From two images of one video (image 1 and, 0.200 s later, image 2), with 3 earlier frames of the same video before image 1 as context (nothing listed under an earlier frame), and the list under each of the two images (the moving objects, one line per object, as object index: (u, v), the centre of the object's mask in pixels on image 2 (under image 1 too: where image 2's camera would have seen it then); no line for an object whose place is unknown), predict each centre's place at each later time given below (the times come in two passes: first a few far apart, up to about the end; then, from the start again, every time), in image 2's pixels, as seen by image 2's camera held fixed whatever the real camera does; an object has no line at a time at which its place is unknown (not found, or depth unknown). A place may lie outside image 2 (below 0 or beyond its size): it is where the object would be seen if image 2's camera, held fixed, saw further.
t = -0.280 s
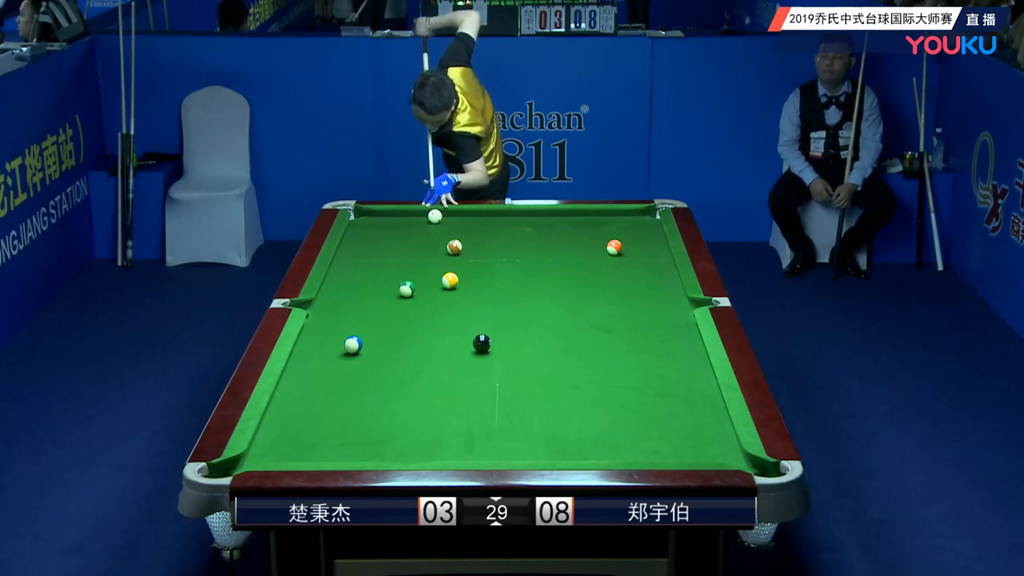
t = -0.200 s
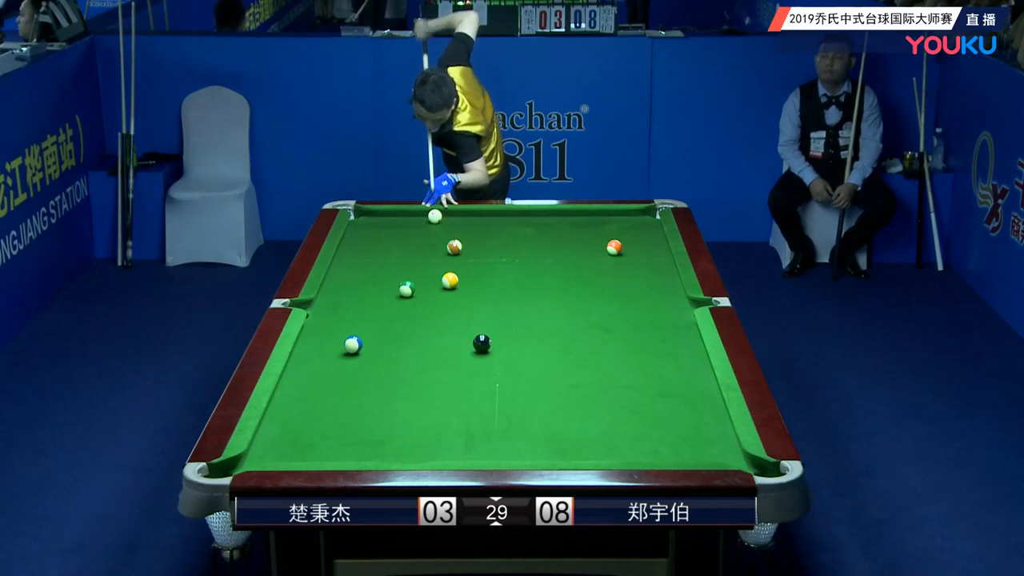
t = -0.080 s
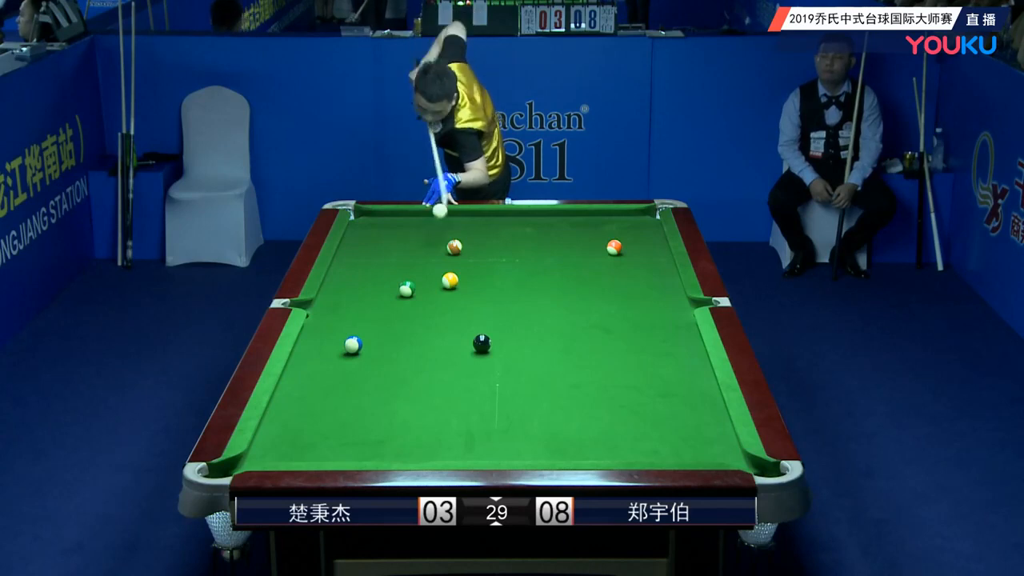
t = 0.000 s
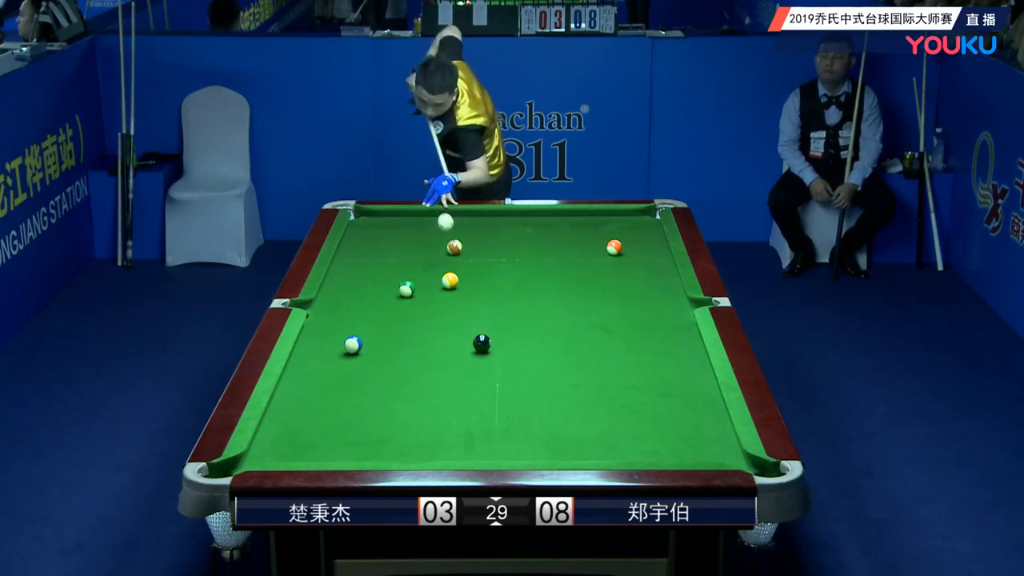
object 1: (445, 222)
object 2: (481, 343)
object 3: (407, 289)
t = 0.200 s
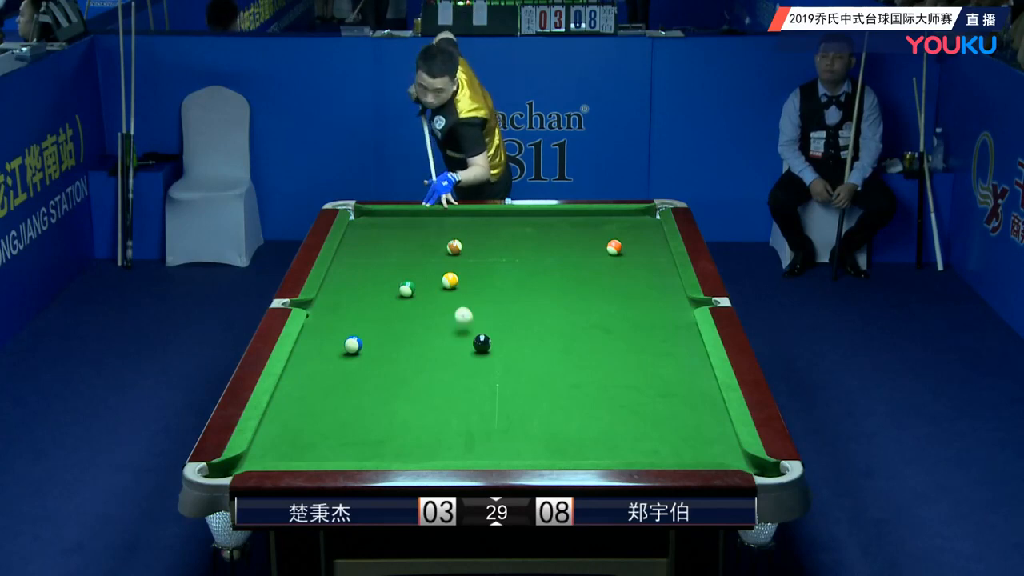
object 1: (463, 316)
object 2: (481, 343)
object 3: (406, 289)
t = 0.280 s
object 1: (465, 333)
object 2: (486, 342)
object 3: (407, 289)
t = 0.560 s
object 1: (420, 453)
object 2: (533, 350)
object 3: (407, 289)
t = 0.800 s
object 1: (411, 391)
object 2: (572, 355)
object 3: (407, 289)
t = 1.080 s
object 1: (401, 330)
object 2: (615, 361)
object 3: (407, 289)
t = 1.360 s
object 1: (380, 287)
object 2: (656, 367)
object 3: (419, 284)
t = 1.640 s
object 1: (345, 264)
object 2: (695, 373)
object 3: (464, 267)
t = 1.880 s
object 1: (379, 249)
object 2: (693, 376)
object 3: (497, 256)
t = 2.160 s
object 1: (413, 234)
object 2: (674, 379)
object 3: (532, 243)
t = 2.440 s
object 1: (443, 220)
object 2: (658, 382)
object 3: (563, 231)
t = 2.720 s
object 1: (468, 216)
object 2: (644, 384)
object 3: (592, 220)
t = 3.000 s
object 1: (490, 224)
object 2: (633, 386)
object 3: (619, 212)
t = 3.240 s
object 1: (508, 231)
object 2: (625, 387)
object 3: (636, 216)
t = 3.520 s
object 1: (528, 238)
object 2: (620, 387)
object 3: (652, 220)
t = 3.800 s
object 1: (547, 246)
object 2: (617, 387)
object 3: (644, 224)
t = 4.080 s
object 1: (565, 253)
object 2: (617, 387)
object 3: (636, 228)
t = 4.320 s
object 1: (580, 259)
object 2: (617, 387)
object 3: (631, 230)
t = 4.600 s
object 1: (597, 266)
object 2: (617, 387)
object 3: (625, 232)
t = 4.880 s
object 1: (613, 273)
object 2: (617, 387)
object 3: (619, 234)
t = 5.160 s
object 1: (628, 278)
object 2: (617, 387)
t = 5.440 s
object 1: (641, 283)
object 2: (617, 387)
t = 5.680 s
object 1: (651, 288)
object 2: (617, 387)
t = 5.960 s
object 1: (662, 292)
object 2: (617, 387)
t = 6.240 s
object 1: (671, 296)
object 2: (617, 388)
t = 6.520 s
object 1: (679, 299)
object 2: (617, 387)
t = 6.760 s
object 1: (685, 301)
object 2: (617, 387)
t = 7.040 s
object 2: (617, 387)
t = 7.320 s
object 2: (617, 387)
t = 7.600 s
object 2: (617, 388)
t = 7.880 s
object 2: (617, 388)
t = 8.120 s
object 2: (616, 388)
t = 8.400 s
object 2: (616, 388)
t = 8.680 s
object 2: (616, 387)
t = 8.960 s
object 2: (616, 387)
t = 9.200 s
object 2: (617, 387)
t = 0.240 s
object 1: (467, 324)
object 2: (481, 343)
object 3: (407, 289)
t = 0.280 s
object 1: (465, 333)
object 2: (486, 342)
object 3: (407, 289)
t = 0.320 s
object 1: (459, 344)
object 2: (493, 344)
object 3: (407, 289)
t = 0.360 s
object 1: (453, 361)
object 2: (500, 345)
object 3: (407, 289)
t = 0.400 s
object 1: (447, 384)
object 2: (507, 346)
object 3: (407, 289)
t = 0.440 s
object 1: (440, 412)
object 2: (513, 347)
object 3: (407, 289)
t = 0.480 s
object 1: (434, 423)
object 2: (520, 348)
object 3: (407, 289)
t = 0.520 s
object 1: (427, 442)
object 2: (527, 349)
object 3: (407, 289)
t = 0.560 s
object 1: (420, 453)
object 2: (533, 350)
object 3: (407, 289)
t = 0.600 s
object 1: (419, 442)
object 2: (540, 351)
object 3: (407, 289)
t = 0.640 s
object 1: (417, 433)
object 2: (546, 352)
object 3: (407, 289)
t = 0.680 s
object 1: (415, 421)
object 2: (553, 352)
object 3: (407, 289)
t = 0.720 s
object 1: (414, 412)
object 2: (559, 353)
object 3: (406, 289)
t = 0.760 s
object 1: (412, 401)
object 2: (565, 354)
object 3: (406, 289)
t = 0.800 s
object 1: (411, 391)
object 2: (572, 355)
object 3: (407, 289)
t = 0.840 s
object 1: (409, 382)
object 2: (578, 356)
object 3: (407, 289)
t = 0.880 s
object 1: (408, 372)
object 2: (584, 357)
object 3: (407, 289)
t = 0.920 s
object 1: (407, 363)
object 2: (590, 358)
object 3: (407, 289)
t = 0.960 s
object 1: (405, 354)
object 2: (596, 358)
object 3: (407, 289)
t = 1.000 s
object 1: (404, 346)
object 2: (603, 359)
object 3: (407, 289)
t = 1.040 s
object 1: (403, 338)
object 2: (609, 360)
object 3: (407, 289)
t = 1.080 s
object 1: (401, 330)
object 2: (615, 361)
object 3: (407, 289)
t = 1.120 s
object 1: (400, 323)
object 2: (621, 362)
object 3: (406, 289)
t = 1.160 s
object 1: (399, 316)
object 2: (627, 363)
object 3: (407, 289)
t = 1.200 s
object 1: (398, 308)
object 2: (633, 364)
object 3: (406, 289)
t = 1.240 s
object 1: (397, 302)
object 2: (638, 364)
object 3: (407, 289)
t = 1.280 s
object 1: (396, 295)
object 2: (644, 365)
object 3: (408, 288)
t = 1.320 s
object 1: (390, 290)
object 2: (650, 366)
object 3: (411, 287)
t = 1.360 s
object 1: (380, 287)
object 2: (656, 367)
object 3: (419, 284)
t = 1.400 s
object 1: (371, 284)
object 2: (661, 368)
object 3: (426, 280)
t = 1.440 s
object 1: (363, 280)
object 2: (667, 368)
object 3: (434, 278)
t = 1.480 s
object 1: (355, 276)
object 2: (673, 369)
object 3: (439, 275)
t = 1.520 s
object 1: (348, 273)
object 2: (678, 370)
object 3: (446, 271)
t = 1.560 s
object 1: (341, 270)
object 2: (684, 371)
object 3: (454, 268)
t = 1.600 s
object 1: (337, 266)
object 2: (689, 372)
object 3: (459, 269)
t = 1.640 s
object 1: (345, 264)
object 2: (695, 373)
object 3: (464, 267)
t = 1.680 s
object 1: (352, 261)
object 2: (700, 373)
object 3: (470, 265)
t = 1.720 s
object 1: (357, 259)
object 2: (705, 374)
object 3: (476, 264)
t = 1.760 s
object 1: (363, 256)
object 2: (702, 375)
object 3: (481, 261)
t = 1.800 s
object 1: (368, 254)
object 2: (699, 375)
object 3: (487, 260)
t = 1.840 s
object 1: (374, 251)
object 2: (696, 376)
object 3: (491, 258)
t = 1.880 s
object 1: (379, 249)
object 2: (693, 376)
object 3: (497, 256)
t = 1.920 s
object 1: (384, 247)
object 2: (690, 377)
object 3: (503, 254)
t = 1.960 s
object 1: (389, 244)
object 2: (687, 377)
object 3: (507, 252)
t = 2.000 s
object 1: (394, 242)
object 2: (685, 377)
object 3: (513, 250)
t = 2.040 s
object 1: (399, 240)
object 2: (682, 378)
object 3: (517, 249)
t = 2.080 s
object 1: (404, 238)
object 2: (679, 378)
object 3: (522, 246)
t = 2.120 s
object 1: (408, 236)
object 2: (677, 379)
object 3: (527, 245)
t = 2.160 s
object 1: (413, 234)
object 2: (674, 379)
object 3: (532, 243)
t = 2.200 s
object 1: (417, 231)
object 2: (672, 380)
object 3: (537, 241)
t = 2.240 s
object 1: (422, 229)
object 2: (669, 380)
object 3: (542, 239)
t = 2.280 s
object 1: (426, 227)
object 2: (667, 380)
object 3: (546, 238)
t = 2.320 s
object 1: (431, 225)
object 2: (664, 381)
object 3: (550, 236)
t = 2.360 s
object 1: (435, 223)
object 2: (662, 381)
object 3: (555, 234)
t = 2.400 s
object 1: (439, 222)
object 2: (660, 381)
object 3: (559, 234)
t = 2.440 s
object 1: (443, 220)
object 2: (658, 382)
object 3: (563, 231)
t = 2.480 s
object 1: (447, 218)
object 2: (656, 382)
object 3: (568, 230)
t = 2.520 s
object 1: (451, 216)
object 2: (653, 382)
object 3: (572, 229)
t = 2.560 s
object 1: (455, 214)
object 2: (651, 383)
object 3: (575, 227)
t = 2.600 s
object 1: (459, 212)
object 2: (650, 383)
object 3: (580, 226)
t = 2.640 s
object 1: (462, 213)
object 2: (647, 383)
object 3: (585, 224)
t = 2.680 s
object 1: (465, 214)
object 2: (646, 384)
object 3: (588, 223)
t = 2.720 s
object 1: (468, 216)
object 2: (644, 384)
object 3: (592, 220)
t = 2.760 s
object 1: (472, 217)
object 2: (642, 384)
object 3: (596, 220)
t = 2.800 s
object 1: (475, 218)
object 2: (640, 385)
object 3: (600, 219)
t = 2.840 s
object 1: (478, 219)
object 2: (639, 385)
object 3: (604, 217)
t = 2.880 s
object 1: (481, 220)
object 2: (637, 385)
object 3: (608, 216)
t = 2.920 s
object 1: (484, 221)
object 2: (636, 385)
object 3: (611, 216)
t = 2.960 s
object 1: (487, 223)
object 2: (634, 385)
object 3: (615, 213)
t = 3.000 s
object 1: (490, 224)
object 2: (633, 386)
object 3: (619, 212)
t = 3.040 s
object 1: (493, 225)
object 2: (632, 386)
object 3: (622, 212)
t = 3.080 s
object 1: (496, 226)
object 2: (630, 386)
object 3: (625, 213)
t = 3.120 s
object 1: (499, 227)
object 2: (629, 386)
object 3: (628, 214)
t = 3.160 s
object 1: (502, 228)
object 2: (628, 386)
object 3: (631, 215)
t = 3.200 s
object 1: (505, 230)
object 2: (627, 386)
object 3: (634, 215)
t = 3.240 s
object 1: (508, 231)
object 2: (625, 387)
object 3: (636, 216)
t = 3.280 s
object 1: (511, 232)
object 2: (624, 387)
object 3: (639, 217)
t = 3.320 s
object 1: (514, 233)
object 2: (623, 387)
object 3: (642, 218)
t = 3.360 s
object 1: (517, 234)
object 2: (623, 387)
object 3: (645, 218)
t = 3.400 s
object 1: (519, 235)
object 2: (622, 387)
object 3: (647, 219)
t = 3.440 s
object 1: (522, 236)
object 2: (621, 387)
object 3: (650, 219)
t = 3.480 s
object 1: (525, 237)
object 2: (620, 387)
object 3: (653, 220)
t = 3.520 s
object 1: (528, 238)
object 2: (620, 387)
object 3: (652, 220)
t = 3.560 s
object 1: (531, 239)
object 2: (619, 387)
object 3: (651, 221)
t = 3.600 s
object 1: (533, 241)
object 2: (619, 387)
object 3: (651, 221)
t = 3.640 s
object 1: (536, 242)
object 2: (618, 387)
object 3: (649, 222)
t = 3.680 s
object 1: (539, 243)
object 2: (618, 387)
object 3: (648, 222)
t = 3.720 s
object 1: (542, 244)
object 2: (617, 387)
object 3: (646, 222)
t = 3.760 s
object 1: (544, 245)
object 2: (617, 387)
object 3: (645, 223)
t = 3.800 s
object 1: (547, 246)
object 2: (617, 387)
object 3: (644, 224)
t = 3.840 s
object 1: (549, 247)
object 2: (617, 387)
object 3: (643, 225)
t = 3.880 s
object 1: (552, 248)
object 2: (617, 387)
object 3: (642, 225)
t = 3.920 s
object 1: (555, 249)
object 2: (616, 387)
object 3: (641, 225)
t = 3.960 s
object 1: (558, 250)
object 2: (616, 387)
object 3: (639, 226)
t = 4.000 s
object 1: (560, 251)
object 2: (616, 387)
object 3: (639, 227)
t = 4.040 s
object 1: (563, 252)
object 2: (616, 387)
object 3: (638, 227)
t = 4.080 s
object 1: (565, 253)
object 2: (617, 387)
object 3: (636, 228)
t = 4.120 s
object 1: (568, 254)
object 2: (617, 387)
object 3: (635, 228)
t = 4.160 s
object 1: (570, 255)
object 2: (617, 387)
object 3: (634, 229)
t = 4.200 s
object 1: (573, 256)
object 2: (617, 387)
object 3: (633, 229)
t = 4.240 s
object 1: (575, 257)
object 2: (617, 387)
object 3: (633, 229)
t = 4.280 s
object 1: (578, 259)
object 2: (617, 387)
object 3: (632, 230)
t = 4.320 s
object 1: (580, 259)
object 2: (617, 387)
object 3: (631, 230)
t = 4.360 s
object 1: (583, 260)
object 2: (617, 387)
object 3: (630, 230)
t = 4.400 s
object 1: (585, 261)
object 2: (617, 387)
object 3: (629, 230)
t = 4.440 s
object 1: (588, 262)
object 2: (617, 387)
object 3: (628, 231)
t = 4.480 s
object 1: (590, 264)
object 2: (617, 387)
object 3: (627, 231)
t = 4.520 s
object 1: (592, 265)
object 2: (617, 387)
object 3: (627, 231)
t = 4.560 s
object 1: (595, 265)
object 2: (617, 387)
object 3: (626, 232)
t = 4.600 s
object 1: (597, 266)
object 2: (617, 387)
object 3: (625, 232)
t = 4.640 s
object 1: (599, 267)
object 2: (617, 387)
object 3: (624, 233)
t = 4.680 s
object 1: (602, 268)
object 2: (617, 387)
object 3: (623, 233)
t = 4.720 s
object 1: (604, 269)
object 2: (617, 387)
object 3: (622, 233)
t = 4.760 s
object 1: (606, 270)
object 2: (617, 387)
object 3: (621, 234)
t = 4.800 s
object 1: (609, 271)
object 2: (617, 387)
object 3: (621, 234)
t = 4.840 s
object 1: (611, 272)
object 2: (617, 387)
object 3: (620, 234)
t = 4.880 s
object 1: (613, 273)
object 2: (617, 387)
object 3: (619, 234)
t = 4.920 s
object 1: (615, 273)
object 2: (617, 387)
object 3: (619, 234)
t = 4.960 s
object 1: (617, 274)
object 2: (617, 387)
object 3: (618, 234)
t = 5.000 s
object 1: (619, 275)
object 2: (617, 387)
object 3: (618, 234)
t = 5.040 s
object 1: (621, 276)
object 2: (617, 387)
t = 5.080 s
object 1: (623, 277)
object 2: (617, 387)
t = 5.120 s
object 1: (626, 277)
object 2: (617, 387)
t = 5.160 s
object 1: (628, 278)
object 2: (617, 387)
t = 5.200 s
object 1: (629, 279)
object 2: (617, 387)
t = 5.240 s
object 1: (631, 280)
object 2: (617, 387)
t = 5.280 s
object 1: (633, 281)
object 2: (617, 387)
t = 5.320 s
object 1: (635, 282)
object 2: (617, 387)
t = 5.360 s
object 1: (637, 282)
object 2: (617, 387)
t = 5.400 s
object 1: (639, 283)
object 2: (617, 387)
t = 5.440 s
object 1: (641, 283)
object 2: (617, 387)
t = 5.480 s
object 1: (643, 284)
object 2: (617, 387)
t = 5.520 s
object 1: (644, 285)
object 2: (617, 387)
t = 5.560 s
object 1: (646, 286)
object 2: (617, 387)
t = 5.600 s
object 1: (648, 286)
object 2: (617, 387)
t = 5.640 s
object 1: (649, 287)
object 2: (617, 387)
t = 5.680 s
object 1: (651, 288)
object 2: (617, 387)
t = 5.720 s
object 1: (653, 288)
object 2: (617, 387)
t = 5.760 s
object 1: (654, 289)
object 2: (617, 387)
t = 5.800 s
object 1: (656, 290)
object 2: (617, 387)
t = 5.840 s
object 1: (657, 290)
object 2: (617, 387)
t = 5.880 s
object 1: (659, 291)
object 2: (617, 388)
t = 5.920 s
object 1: (660, 292)
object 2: (617, 387)
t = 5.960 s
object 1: (662, 292)
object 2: (617, 387)
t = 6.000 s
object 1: (663, 293)
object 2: (617, 387)
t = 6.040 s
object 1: (665, 293)
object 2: (617, 388)
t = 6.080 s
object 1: (666, 294)
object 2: (617, 387)
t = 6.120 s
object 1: (667, 294)
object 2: (617, 387)
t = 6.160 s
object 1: (669, 295)
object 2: (617, 387)
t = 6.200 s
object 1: (670, 295)
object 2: (617, 387)
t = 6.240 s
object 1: (671, 296)
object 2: (617, 388)
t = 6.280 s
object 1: (672, 296)
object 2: (617, 388)
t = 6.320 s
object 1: (674, 297)
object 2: (617, 388)
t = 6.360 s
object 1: (675, 297)
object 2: (617, 387)
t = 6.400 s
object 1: (676, 298)
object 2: (617, 387)
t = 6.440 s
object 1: (677, 298)
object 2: (617, 388)
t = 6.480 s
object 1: (678, 299)
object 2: (617, 388)
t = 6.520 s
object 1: (679, 299)
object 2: (617, 387)
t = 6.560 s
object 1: (680, 299)
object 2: (617, 387)
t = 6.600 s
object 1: (681, 300)
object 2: (617, 387)
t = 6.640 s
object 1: (682, 300)
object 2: (617, 388)
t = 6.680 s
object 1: (683, 300)
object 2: (617, 388)
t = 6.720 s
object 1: (684, 301)
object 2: (617, 387)
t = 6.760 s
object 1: (685, 301)
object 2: (617, 387)
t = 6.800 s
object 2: (617, 387)
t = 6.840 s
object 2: (617, 387)
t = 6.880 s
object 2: (617, 387)
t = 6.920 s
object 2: (617, 388)
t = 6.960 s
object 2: (617, 388)
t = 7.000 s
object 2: (617, 388)
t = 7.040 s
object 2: (617, 387)
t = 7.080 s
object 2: (617, 388)
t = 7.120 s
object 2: (617, 388)
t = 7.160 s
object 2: (617, 387)
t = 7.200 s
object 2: (617, 388)
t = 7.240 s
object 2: (617, 388)
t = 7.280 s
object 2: (617, 388)
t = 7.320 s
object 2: (617, 387)
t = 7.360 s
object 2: (617, 387)
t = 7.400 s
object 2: (617, 388)
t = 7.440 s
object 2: (617, 387)
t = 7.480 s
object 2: (617, 388)
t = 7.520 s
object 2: (617, 388)
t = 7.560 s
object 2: (617, 388)
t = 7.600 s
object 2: (617, 388)
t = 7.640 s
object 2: (617, 387)
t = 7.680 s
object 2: (617, 387)
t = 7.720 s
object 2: (617, 388)
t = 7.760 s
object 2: (617, 387)
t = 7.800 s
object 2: (617, 388)
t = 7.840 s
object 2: (617, 388)
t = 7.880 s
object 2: (617, 388)
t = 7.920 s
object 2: (617, 387)
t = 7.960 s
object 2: (616, 388)
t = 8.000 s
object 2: (616, 388)
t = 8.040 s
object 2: (616, 387)
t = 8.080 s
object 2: (616, 388)
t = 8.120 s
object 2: (616, 388)
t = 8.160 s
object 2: (616, 388)
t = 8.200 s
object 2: (616, 388)
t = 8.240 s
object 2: (616, 388)
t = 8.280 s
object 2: (616, 388)
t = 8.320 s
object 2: (616, 388)
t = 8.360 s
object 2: (616, 388)
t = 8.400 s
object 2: (616, 388)
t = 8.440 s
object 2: (616, 388)
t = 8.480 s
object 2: (616, 387)
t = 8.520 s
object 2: (616, 387)
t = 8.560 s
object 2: (616, 388)
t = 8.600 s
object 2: (616, 387)
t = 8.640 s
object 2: (616, 387)
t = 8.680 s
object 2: (616, 387)
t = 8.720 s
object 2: (616, 387)
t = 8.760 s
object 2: (616, 387)
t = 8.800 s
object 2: (616, 387)
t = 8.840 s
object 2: (616, 387)
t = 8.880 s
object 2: (616, 387)
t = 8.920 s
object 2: (616, 387)
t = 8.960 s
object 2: (616, 387)
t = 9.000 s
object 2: (616, 387)
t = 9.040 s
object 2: (616, 387)
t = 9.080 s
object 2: (616, 387)
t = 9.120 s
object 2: (617, 387)
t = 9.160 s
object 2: (617, 387)
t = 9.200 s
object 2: (617, 387)
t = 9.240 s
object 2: (617, 387)
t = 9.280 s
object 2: (617, 387)
